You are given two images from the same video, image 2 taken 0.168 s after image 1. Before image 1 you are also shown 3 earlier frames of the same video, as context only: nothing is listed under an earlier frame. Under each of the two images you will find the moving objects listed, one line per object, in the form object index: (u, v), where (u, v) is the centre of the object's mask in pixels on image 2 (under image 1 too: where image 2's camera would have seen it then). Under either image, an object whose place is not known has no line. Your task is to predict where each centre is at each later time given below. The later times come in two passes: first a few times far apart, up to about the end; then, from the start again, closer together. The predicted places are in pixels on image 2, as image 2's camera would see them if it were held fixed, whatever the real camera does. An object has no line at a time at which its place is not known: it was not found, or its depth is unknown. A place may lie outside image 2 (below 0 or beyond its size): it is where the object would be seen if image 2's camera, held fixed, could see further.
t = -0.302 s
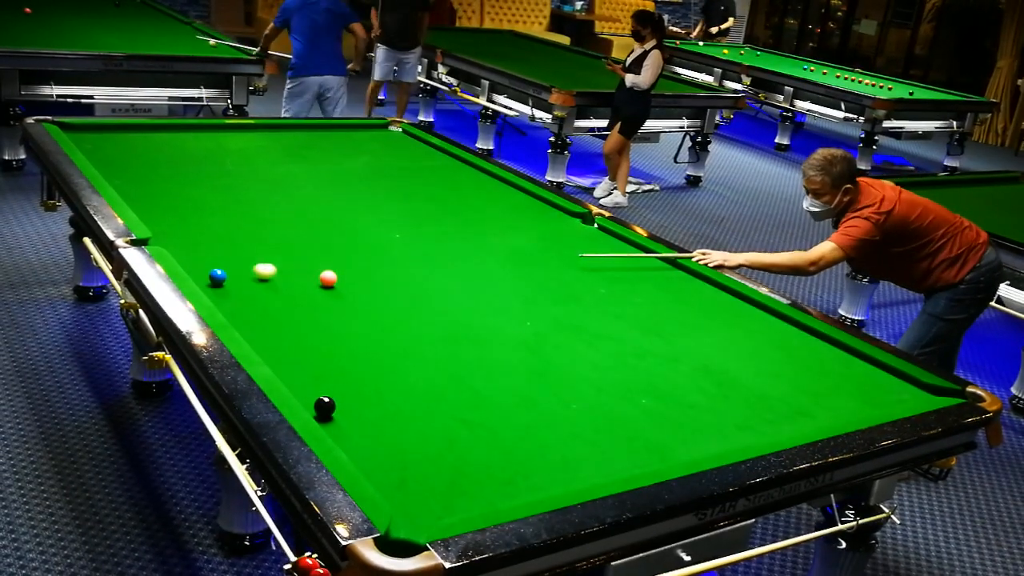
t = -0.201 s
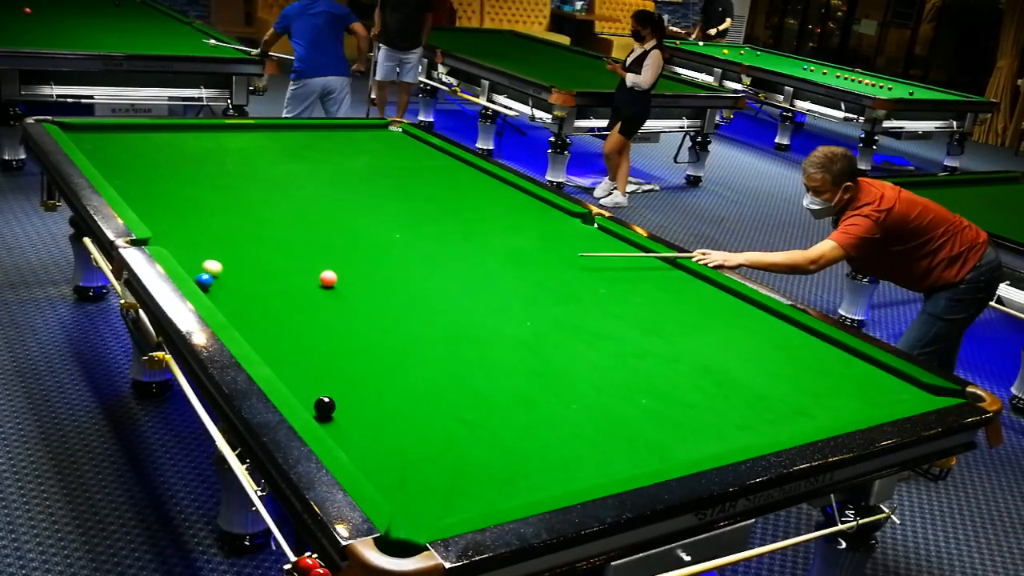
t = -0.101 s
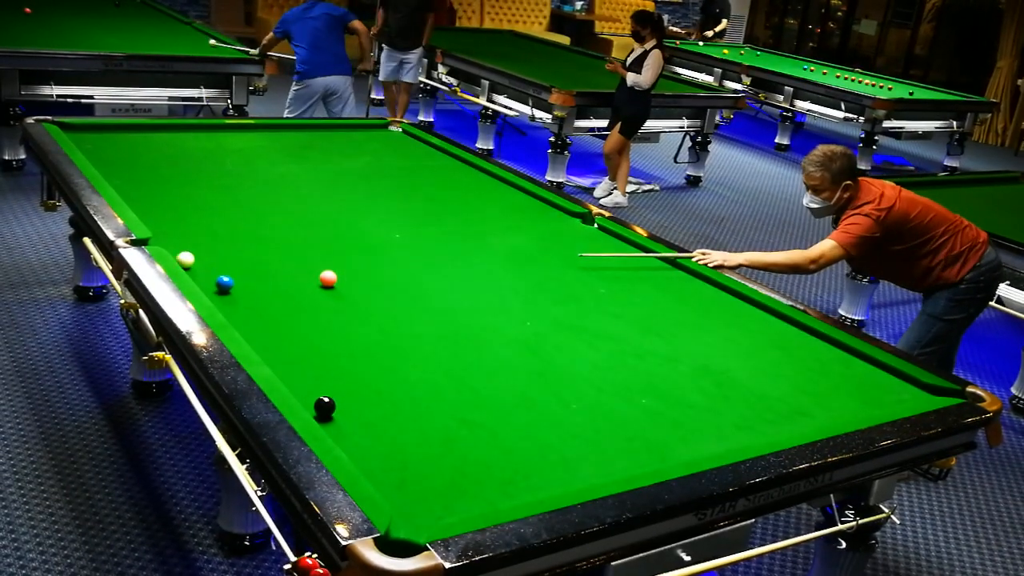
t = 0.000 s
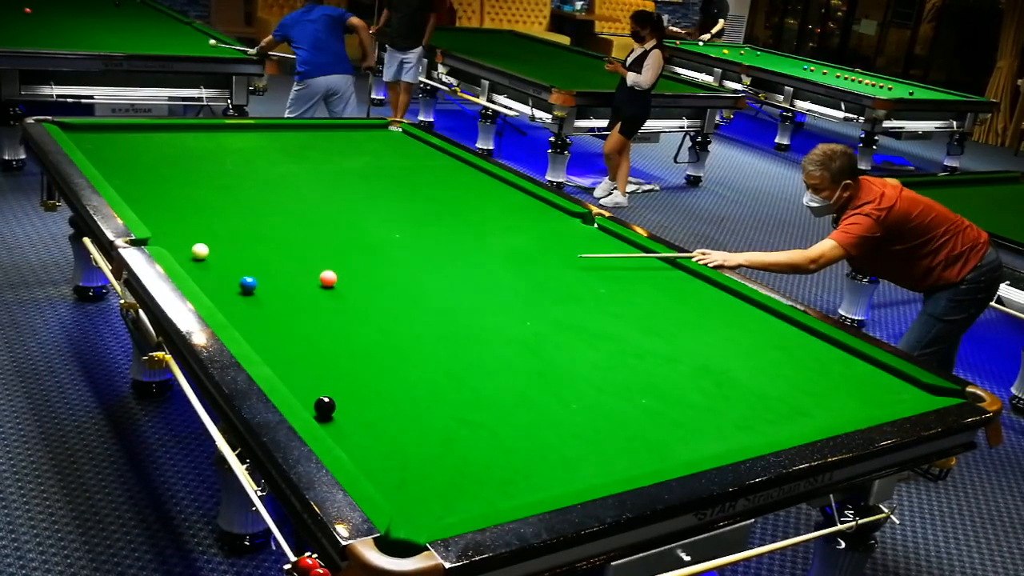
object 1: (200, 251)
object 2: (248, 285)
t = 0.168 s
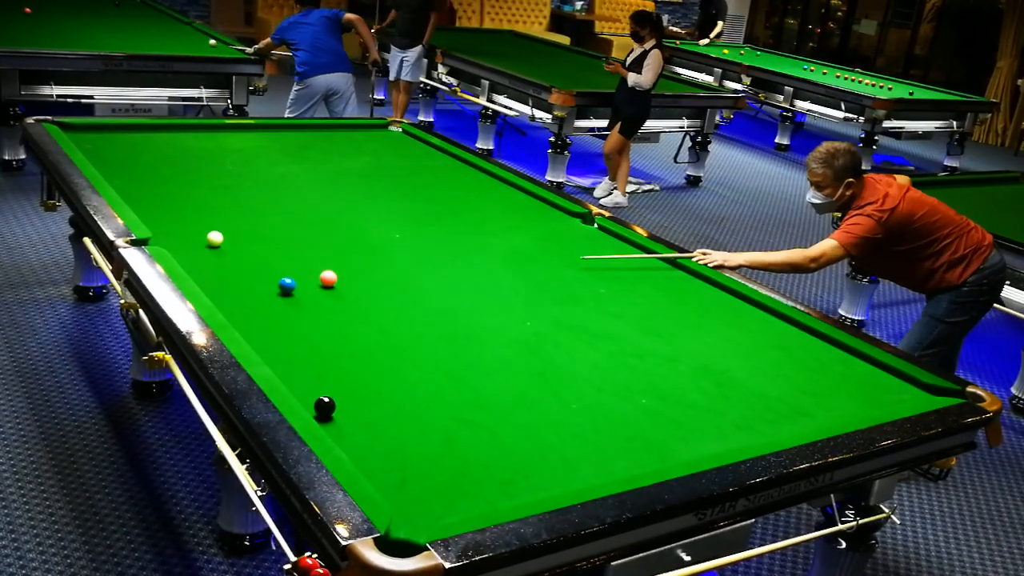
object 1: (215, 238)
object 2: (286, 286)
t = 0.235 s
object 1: (220, 233)
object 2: (302, 287)
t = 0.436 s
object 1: (233, 220)
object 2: (345, 288)
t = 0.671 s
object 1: (247, 207)
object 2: (393, 289)
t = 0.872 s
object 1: (259, 197)
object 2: (432, 290)
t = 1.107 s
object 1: (272, 185)
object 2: (478, 289)
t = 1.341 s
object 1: (281, 176)
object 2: (517, 290)
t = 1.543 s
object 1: (289, 168)
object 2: (549, 291)
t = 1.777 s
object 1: (296, 160)
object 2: (583, 292)
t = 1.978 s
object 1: (302, 154)
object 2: (611, 293)
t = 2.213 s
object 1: (308, 148)
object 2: (642, 294)
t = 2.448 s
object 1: (314, 143)
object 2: (671, 295)
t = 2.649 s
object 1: (318, 138)
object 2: (693, 296)
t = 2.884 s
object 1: (323, 133)
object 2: (718, 296)
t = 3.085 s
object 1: (326, 129)
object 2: (738, 297)
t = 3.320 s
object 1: (330, 126)
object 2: (744, 298)
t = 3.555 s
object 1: (338, 126)
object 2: (738, 301)
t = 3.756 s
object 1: (347, 128)
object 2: (733, 303)
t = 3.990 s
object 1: (357, 129)
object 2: (728, 306)
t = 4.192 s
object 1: (364, 131)
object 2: (725, 307)
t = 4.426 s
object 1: (372, 133)
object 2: (721, 308)
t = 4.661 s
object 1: (379, 134)
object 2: (718, 310)
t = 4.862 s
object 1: (384, 135)
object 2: (717, 310)
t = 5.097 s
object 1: (388, 137)
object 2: (716, 311)
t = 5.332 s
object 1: (392, 138)
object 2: (715, 311)
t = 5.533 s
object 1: (395, 138)
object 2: (715, 311)
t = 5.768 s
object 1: (397, 139)
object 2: (715, 311)
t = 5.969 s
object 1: (397, 139)
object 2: (715, 311)
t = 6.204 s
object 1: (398, 139)
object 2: (715, 311)
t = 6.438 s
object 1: (398, 139)
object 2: (715, 311)
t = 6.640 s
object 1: (398, 139)
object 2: (715, 311)
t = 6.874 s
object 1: (398, 139)
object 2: (715, 311)
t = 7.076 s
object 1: (398, 139)
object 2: (715, 311)
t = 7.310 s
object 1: (398, 139)
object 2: (715, 311)
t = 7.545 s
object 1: (398, 139)
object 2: (715, 311)
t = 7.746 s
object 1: (398, 139)
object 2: (715, 311)
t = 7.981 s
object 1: (398, 139)
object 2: (715, 311)
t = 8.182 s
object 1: (398, 139)
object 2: (716, 311)
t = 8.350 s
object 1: (398, 139)
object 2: (716, 311)
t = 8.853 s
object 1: (398, 139)
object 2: (715, 311)
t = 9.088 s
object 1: (398, 139)
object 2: (713, 311)
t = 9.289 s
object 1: (398, 139)
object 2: (714, 311)
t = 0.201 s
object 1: (218, 236)
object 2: (294, 286)
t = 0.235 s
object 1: (220, 233)
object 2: (302, 287)
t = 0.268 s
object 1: (221, 231)
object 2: (309, 287)
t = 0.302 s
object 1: (224, 229)
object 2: (316, 287)
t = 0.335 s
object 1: (226, 227)
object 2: (324, 287)
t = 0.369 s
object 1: (228, 224)
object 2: (330, 287)
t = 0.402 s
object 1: (231, 223)
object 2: (338, 288)
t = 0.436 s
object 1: (233, 220)
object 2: (345, 288)
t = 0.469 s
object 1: (235, 218)
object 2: (352, 288)
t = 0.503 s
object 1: (237, 216)
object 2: (359, 288)
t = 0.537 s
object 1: (239, 214)
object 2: (367, 289)
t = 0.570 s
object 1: (241, 212)
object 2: (373, 289)
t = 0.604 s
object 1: (244, 211)
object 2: (380, 289)
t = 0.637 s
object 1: (245, 209)
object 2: (386, 289)
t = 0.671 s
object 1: (247, 207)
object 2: (393, 289)
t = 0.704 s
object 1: (249, 205)
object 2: (400, 290)
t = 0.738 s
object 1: (251, 204)
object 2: (406, 290)
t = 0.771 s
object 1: (254, 202)
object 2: (413, 290)
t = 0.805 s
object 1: (255, 200)
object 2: (419, 290)
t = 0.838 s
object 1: (257, 199)
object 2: (425, 290)
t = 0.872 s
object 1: (259, 197)
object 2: (432, 290)
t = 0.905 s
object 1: (263, 194)
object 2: (442, 288)
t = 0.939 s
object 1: (264, 192)
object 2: (448, 288)
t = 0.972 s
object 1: (265, 191)
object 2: (452, 289)
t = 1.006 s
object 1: (266, 190)
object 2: (458, 290)
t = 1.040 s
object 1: (269, 188)
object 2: (465, 290)
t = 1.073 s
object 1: (271, 186)
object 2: (472, 289)
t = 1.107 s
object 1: (272, 185)
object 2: (478, 289)
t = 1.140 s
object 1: (272, 184)
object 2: (481, 290)
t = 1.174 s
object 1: (273, 183)
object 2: (487, 290)
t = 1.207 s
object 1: (275, 181)
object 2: (493, 291)
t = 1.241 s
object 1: (277, 180)
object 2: (500, 291)
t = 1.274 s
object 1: (279, 178)
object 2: (507, 290)
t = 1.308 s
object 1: (280, 177)
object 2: (512, 291)
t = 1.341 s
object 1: (281, 176)
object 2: (517, 290)
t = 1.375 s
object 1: (283, 174)
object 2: (523, 290)
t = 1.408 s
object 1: (284, 173)
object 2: (528, 291)
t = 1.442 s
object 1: (285, 172)
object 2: (533, 291)
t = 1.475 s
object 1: (287, 171)
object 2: (538, 291)
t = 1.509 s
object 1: (288, 170)
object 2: (544, 291)
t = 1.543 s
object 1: (289, 168)
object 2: (549, 291)
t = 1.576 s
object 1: (290, 167)
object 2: (554, 291)
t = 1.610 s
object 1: (291, 166)
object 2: (559, 292)
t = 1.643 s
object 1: (292, 165)
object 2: (564, 292)
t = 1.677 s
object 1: (294, 164)
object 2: (569, 292)
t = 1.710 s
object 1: (294, 163)
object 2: (574, 292)
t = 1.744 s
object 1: (295, 162)
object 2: (579, 292)
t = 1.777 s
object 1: (296, 160)
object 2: (583, 292)
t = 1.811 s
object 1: (298, 159)
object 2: (588, 292)
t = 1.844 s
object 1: (299, 158)
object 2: (593, 293)
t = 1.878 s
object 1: (299, 157)
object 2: (597, 293)
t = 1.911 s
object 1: (300, 156)
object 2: (602, 293)
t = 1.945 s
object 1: (301, 155)
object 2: (606, 293)
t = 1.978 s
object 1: (302, 154)
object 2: (611, 293)
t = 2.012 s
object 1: (303, 153)
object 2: (616, 293)
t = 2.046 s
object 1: (304, 152)
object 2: (620, 293)
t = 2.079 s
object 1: (305, 152)
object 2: (625, 293)
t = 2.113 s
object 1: (306, 151)
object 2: (629, 293)
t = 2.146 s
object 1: (306, 150)
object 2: (634, 294)
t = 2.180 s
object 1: (307, 149)
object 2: (638, 294)
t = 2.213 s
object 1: (308, 148)
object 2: (642, 294)
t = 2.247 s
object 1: (309, 147)
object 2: (646, 294)
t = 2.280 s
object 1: (310, 147)
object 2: (650, 294)
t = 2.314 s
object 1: (311, 146)
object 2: (655, 295)
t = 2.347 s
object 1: (311, 145)
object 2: (659, 295)
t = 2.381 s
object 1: (312, 144)
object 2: (663, 295)
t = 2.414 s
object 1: (313, 143)
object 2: (667, 295)
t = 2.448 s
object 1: (314, 143)
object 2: (671, 295)
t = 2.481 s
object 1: (315, 142)
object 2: (675, 295)
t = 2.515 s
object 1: (315, 141)
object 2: (679, 295)
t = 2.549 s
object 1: (316, 140)
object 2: (682, 295)
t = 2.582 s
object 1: (317, 139)
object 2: (686, 295)
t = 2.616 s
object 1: (317, 139)
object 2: (689, 295)
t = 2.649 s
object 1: (318, 138)
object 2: (693, 296)
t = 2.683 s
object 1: (318, 137)
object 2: (697, 296)
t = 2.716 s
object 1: (319, 136)
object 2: (701, 296)
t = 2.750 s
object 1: (320, 136)
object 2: (704, 296)
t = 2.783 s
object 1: (321, 135)
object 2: (708, 296)
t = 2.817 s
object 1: (321, 134)
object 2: (711, 296)
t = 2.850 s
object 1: (322, 134)
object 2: (715, 296)
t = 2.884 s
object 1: (323, 133)
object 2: (718, 296)
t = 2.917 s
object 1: (323, 132)
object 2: (722, 296)
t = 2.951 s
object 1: (324, 132)
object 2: (725, 296)
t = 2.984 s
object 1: (324, 131)
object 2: (728, 297)
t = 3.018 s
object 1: (325, 130)
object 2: (731, 296)
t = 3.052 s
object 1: (325, 130)
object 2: (734, 296)
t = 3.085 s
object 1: (326, 129)
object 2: (738, 297)
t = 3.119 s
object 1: (326, 129)
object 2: (741, 297)
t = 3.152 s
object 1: (327, 128)
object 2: (744, 297)
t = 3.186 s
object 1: (327, 128)
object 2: (747, 297)
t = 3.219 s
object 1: (328, 127)
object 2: (747, 297)
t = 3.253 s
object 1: (329, 126)
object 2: (746, 297)
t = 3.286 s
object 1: (329, 126)
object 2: (745, 298)
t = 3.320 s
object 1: (330, 126)
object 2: (744, 298)
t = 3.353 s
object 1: (330, 125)
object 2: (743, 299)
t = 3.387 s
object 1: (331, 124)
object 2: (742, 299)
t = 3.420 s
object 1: (332, 124)
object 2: (742, 300)
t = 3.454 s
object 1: (334, 125)
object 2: (741, 300)
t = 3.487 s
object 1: (335, 125)
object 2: (740, 300)
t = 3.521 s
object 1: (337, 125)
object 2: (739, 301)
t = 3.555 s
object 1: (338, 126)
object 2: (738, 301)
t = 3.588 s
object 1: (340, 126)
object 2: (737, 301)
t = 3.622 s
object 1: (341, 126)
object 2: (736, 302)
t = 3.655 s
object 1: (343, 127)
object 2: (736, 302)
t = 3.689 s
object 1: (344, 127)
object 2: (735, 303)
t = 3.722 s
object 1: (346, 127)
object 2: (734, 303)
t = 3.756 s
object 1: (347, 128)
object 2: (733, 303)
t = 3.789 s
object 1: (349, 128)
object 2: (733, 303)
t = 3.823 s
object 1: (350, 128)
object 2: (732, 304)
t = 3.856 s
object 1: (352, 128)
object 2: (731, 304)
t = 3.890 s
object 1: (353, 129)
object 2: (730, 305)
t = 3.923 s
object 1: (354, 129)
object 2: (730, 305)
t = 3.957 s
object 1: (356, 129)
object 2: (729, 305)
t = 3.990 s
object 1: (357, 129)
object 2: (728, 306)
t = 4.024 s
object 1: (358, 130)
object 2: (728, 306)
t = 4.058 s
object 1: (360, 130)
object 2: (727, 306)
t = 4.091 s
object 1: (361, 131)
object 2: (726, 306)
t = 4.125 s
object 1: (362, 131)
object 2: (726, 306)
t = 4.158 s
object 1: (363, 131)
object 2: (725, 306)
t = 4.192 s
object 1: (364, 131)
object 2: (725, 307)
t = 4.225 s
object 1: (365, 132)
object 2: (724, 307)
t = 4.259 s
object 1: (367, 132)
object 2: (724, 307)
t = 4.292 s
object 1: (368, 132)
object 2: (723, 308)
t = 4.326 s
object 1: (369, 132)
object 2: (722, 308)
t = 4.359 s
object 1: (370, 132)
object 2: (722, 308)
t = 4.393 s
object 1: (371, 133)
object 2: (721, 308)
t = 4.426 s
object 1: (372, 133)
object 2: (721, 308)
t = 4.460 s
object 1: (373, 133)
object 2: (720, 308)
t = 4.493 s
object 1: (374, 133)
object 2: (720, 309)
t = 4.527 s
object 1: (375, 134)
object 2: (719, 309)
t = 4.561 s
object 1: (376, 134)
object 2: (719, 309)
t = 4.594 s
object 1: (377, 134)
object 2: (719, 309)
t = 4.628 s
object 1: (378, 134)
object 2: (718, 309)
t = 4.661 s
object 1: (379, 134)
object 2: (718, 310)
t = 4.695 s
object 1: (380, 135)
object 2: (718, 310)
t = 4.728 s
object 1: (381, 135)
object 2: (718, 310)
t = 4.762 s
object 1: (382, 135)
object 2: (718, 310)
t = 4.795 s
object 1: (382, 135)
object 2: (717, 310)
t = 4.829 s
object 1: (383, 135)
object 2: (717, 310)
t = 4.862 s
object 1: (384, 135)
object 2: (717, 310)
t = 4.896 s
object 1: (385, 136)
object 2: (717, 311)
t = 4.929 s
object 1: (385, 136)
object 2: (716, 311)
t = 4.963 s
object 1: (386, 136)
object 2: (716, 311)
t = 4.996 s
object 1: (387, 136)
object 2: (716, 311)
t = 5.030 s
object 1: (387, 136)
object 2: (716, 311)
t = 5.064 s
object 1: (388, 137)
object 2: (716, 311)
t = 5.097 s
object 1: (388, 137)
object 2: (716, 311)
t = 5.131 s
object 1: (389, 137)
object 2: (715, 311)
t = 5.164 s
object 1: (390, 137)
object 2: (716, 311)
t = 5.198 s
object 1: (390, 137)
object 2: (715, 311)
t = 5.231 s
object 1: (391, 137)
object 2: (715, 311)
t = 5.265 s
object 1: (391, 137)
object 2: (715, 311)
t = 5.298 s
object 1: (392, 138)
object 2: (715, 311)
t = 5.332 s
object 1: (392, 138)
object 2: (715, 311)
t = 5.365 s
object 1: (393, 138)
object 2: (715, 311)
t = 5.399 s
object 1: (393, 138)
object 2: (715, 311)
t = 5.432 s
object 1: (394, 138)
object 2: (715, 311)
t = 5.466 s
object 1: (394, 138)
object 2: (715, 311)
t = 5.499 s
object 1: (394, 138)
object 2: (715, 311)
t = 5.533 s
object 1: (395, 138)
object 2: (715, 311)
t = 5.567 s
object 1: (395, 138)
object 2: (715, 311)
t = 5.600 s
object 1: (395, 138)
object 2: (715, 311)
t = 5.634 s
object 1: (396, 139)
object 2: (715, 311)
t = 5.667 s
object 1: (396, 139)
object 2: (715, 311)
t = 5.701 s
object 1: (396, 139)
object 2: (715, 311)
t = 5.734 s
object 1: (396, 139)
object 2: (715, 311)
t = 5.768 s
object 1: (397, 139)
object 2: (715, 311)
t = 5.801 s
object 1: (397, 139)
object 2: (715, 311)
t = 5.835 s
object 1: (397, 139)
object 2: (715, 311)
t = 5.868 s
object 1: (397, 139)
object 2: (715, 311)
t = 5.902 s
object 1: (397, 139)
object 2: (715, 311)
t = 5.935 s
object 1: (398, 139)
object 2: (715, 311)
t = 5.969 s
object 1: (397, 139)
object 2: (715, 311)
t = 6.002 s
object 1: (398, 139)
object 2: (715, 311)
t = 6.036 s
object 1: (398, 139)
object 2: (715, 311)
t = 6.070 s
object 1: (398, 139)
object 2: (715, 311)
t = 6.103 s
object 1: (398, 139)
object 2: (715, 311)
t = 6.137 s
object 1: (398, 139)
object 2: (715, 311)
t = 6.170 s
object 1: (398, 139)
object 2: (715, 311)
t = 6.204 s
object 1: (398, 139)
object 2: (715, 311)
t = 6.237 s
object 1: (398, 139)
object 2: (715, 311)
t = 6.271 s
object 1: (398, 139)
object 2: (715, 311)
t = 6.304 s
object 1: (398, 139)
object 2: (715, 311)
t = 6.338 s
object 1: (398, 139)
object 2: (715, 311)
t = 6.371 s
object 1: (398, 139)
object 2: (715, 311)
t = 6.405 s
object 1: (398, 139)
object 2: (715, 311)
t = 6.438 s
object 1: (398, 139)
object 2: (715, 311)
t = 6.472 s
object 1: (398, 139)
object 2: (715, 311)
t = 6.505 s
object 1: (398, 139)
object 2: (715, 311)
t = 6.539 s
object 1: (398, 139)
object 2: (715, 311)
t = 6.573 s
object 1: (398, 138)
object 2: (715, 311)
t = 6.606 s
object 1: (398, 139)
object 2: (715, 311)
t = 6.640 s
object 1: (398, 139)
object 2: (715, 311)
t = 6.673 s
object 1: (398, 139)
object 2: (715, 311)
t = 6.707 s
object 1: (398, 139)
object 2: (715, 311)
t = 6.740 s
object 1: (398, 139)
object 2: (715, 311)
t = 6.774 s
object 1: (398, 139)
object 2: (715, 311)
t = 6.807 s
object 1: (398, 139)
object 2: (715, 311)
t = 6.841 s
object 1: (398, 139)
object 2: (715, 311)
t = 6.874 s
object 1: (398, 139)
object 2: (715, 311)
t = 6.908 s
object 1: (398, 139)
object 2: (715, 311)
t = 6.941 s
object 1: (398, 139)
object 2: (715, 311)
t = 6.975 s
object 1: (398, 139)
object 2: (715, 311)
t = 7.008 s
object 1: (398, 139)
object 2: (715, 311)
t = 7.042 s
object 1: (398, 139)
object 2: (715, 311)
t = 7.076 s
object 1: (398, 139)
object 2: (715, 311)
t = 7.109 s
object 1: (398, 139)
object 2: (715, 311)
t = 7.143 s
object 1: (398, 139)
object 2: (715, 311)
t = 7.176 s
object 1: (398, 139)
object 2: (715, 311)
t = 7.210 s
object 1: (398, 139)
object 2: (715, 311)
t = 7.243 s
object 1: (398, 139)
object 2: (715, 311)
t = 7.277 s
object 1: (398, 139)
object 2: (715, 311)
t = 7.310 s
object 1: (398, 139)
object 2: (715, 311)
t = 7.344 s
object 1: (398, 139)
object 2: (715, 311)
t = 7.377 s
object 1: (398, 139)
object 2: (715, 311)
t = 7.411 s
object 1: (398, 139)
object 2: (715, 311)
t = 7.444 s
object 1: (398, 139)
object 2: (715, 311)
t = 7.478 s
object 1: (398, 139)
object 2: (715, 311)
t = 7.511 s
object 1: (398, 139)
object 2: (715, 311)
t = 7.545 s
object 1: (398, 139)
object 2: (715, 311)
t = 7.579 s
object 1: (398, 139)
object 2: (715, 311)
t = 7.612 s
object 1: (398, 139)
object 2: (715, 311)
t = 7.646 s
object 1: (398, 139)
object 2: (715, 311)
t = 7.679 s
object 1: (398, 139)
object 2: (715, 311)
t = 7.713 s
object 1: (398, 139)
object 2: (715, 311)
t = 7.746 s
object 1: (398, 139)
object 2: (715, 311)
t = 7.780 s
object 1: (398, 139)
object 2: (715, 311)
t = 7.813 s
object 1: (398, 139)
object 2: (715, 311)
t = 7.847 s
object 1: (398, 139)
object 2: (715, 311)
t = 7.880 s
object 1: (398, 139)
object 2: (715, 311)
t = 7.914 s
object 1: (398, 139)
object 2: (715, 311)
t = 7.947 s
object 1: (398, 139)
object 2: (715, 311)
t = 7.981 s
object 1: (398, 139)
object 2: (715, 311)
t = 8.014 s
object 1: (398, 139)
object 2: (715, 311)
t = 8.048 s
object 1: (398, 139)
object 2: (715, 311)
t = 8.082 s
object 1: (398, 139)
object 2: (715, 311)
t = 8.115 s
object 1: (398, 139)
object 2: (716, 311)
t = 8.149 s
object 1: (398, 139)
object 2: (716, 311)
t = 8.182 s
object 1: (398, 139)
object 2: (716, 311)
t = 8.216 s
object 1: (398, 139)
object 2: (715, 311)
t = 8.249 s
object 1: (398, 139)
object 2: (715, 311)
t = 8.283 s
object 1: (398, 139)
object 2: (715, 311)
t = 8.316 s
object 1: (398, 139)
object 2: (715, 311)
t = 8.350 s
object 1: (398, 139)
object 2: (716, 311)
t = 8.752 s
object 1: (398, 139)
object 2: (716, 311)
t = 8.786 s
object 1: (398, 138)
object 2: (717, 311)
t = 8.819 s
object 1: (398, 139)
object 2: (716, 311)
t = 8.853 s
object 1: (398, 139)
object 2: (715, 311)
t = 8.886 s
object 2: (715, 312)
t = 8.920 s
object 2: (714, 312)
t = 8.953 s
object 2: (715, 312)
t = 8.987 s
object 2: (714, 312)
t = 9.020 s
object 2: (714, 312)
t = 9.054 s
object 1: (398, 139)
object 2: (713, 312)
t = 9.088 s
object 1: (398, 139)
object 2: (713, 311)
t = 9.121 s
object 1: (398, 139)
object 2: (714, 311)
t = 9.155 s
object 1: (398, 139)
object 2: (714, 311)
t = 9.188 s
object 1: (398, 139)
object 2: (714, 311)
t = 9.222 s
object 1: (398, 139)
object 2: (714, 311)
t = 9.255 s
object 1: (398, 139)
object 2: (714, 311)
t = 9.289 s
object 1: (398, 139)
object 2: (714, 311)
